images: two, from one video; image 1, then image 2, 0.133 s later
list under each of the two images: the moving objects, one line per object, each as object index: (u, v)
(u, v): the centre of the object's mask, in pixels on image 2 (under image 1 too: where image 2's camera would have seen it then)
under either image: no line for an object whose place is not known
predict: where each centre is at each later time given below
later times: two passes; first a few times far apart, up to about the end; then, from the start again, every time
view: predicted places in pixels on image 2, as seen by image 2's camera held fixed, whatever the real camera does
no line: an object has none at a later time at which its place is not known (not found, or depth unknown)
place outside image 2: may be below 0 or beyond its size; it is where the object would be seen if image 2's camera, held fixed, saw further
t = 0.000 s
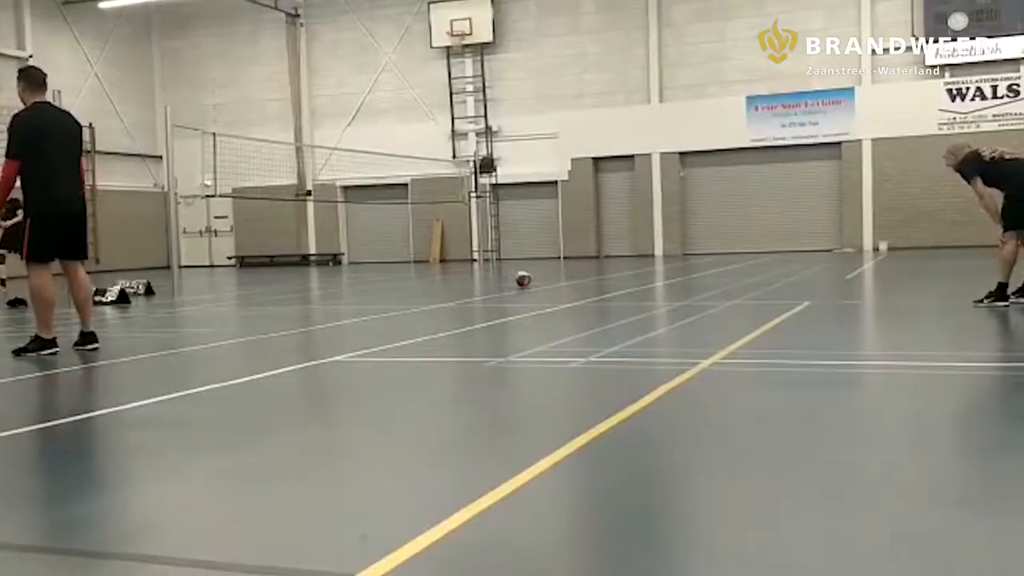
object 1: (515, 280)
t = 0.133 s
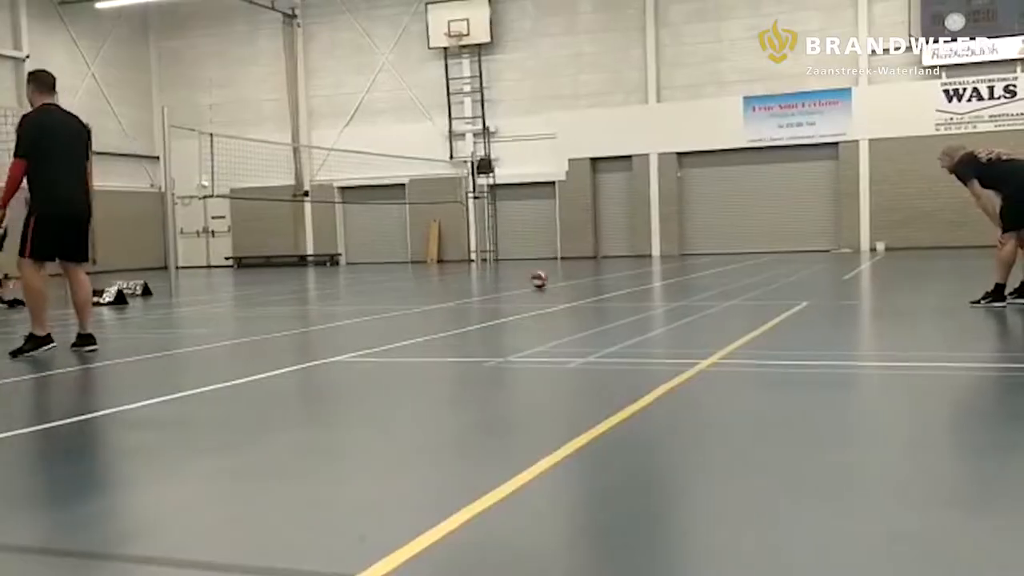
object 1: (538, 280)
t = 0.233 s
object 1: (552, 282)
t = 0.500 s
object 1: (592, 282)
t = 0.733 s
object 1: (629, 283)
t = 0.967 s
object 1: (669, 285)
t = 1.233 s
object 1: (719, 286)
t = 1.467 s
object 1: (765, 288)
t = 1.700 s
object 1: (817, 290)
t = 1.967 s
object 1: (881, 291)
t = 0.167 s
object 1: (543, 281)
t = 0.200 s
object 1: (548, 281)
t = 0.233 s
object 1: (552, 282)
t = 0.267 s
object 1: (557, 282)
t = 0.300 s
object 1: (563, 281)
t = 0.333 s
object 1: (568, 282)
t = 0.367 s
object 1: (572, 281)
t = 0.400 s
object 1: (577, 282)
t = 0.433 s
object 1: (582, 282)
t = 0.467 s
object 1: (586, 283)
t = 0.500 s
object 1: (592, 282)
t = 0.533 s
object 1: (598, 282)
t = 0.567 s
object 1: (603, 282)
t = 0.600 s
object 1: (607, 282)
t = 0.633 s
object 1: (614, 283)
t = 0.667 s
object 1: (619, 282)
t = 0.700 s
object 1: (624, 284)
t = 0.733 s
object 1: (629, 283)
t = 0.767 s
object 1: (635, 283)
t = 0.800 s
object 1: (641, 283)
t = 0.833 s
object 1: (646, 283)
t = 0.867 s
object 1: (653, 283)
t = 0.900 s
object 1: (658, 284)
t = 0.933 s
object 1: (664, 285)
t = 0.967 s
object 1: (669, 285)
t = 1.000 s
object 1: (676, 284)
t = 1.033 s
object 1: (682, 285)
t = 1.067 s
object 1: (687, 285)
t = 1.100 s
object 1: (694, 285)
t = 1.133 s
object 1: (700, 286)
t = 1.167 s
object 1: (706, 286)
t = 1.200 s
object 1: (712, 286)
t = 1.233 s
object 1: (719, 286)
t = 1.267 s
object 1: (726, 287)
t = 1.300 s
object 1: (732, 286)
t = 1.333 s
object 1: (738, 286)
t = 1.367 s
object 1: (746, 287)
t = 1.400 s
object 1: (752, 287)
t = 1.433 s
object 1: (758, 288)
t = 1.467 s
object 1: (765, 288)
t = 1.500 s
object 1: (773, 287)
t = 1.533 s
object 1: (780, 288)
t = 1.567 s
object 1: (787, 287)
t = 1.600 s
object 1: (795, 288)
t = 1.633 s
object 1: (802, 288)
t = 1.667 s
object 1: (810, 288)
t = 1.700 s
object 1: (817, 290)
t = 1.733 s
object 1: (824, 290)
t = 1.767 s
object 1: (832, 289)
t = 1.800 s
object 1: (839, 290)
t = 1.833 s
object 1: (848, 289)
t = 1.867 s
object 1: (857, 289)
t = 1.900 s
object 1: (865, 289)
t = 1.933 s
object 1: (874, 290)
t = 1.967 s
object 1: (881, 291)
